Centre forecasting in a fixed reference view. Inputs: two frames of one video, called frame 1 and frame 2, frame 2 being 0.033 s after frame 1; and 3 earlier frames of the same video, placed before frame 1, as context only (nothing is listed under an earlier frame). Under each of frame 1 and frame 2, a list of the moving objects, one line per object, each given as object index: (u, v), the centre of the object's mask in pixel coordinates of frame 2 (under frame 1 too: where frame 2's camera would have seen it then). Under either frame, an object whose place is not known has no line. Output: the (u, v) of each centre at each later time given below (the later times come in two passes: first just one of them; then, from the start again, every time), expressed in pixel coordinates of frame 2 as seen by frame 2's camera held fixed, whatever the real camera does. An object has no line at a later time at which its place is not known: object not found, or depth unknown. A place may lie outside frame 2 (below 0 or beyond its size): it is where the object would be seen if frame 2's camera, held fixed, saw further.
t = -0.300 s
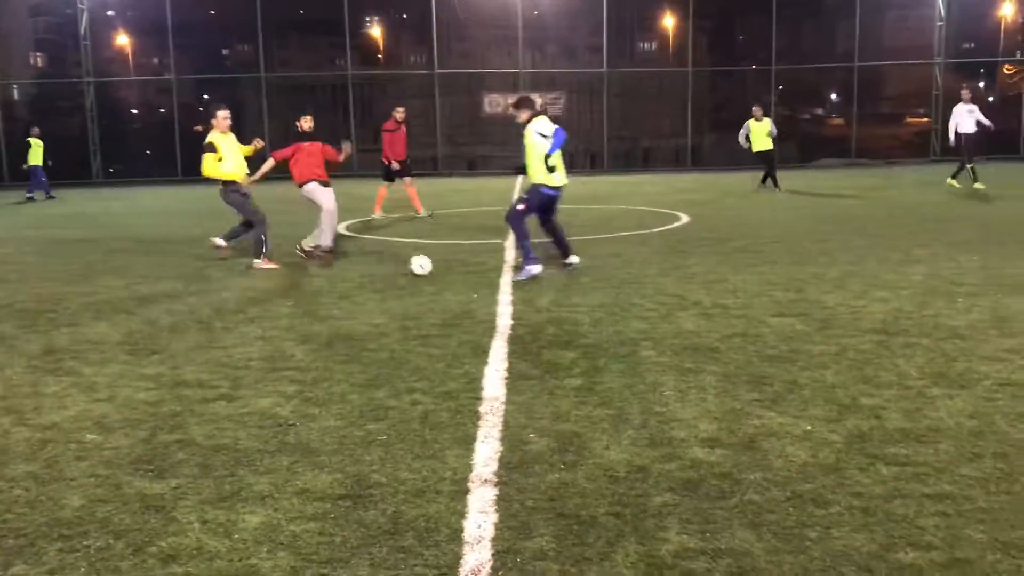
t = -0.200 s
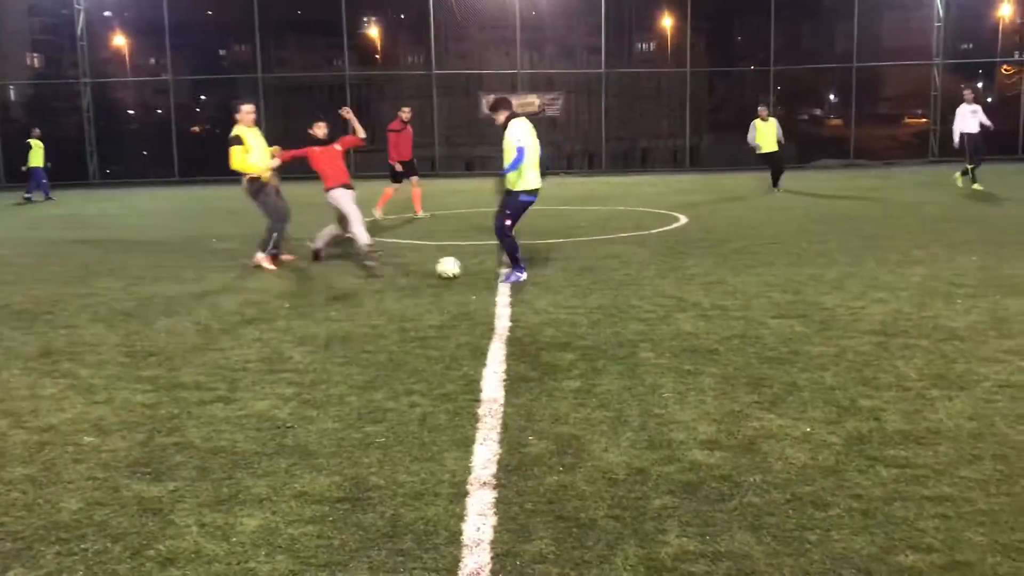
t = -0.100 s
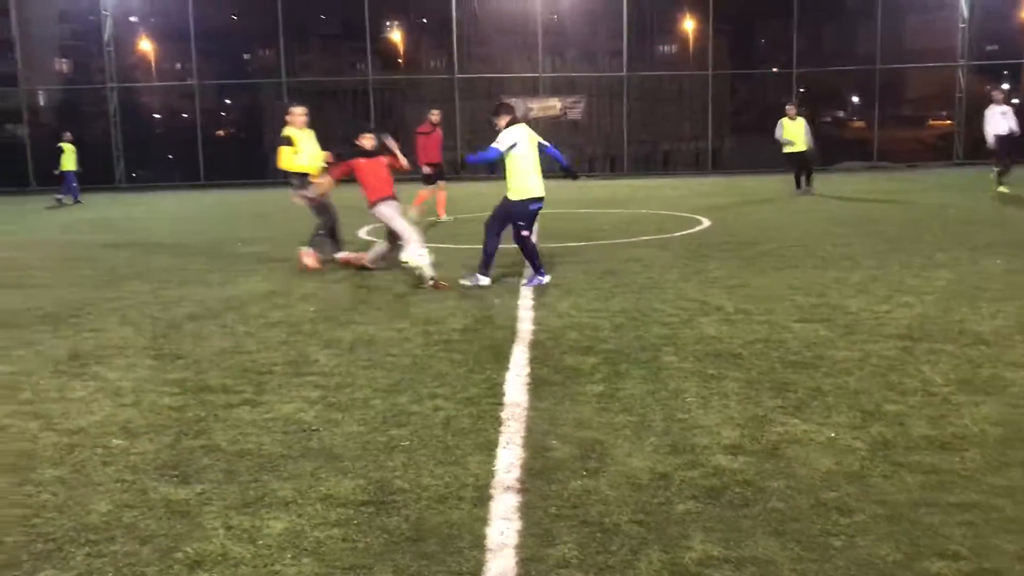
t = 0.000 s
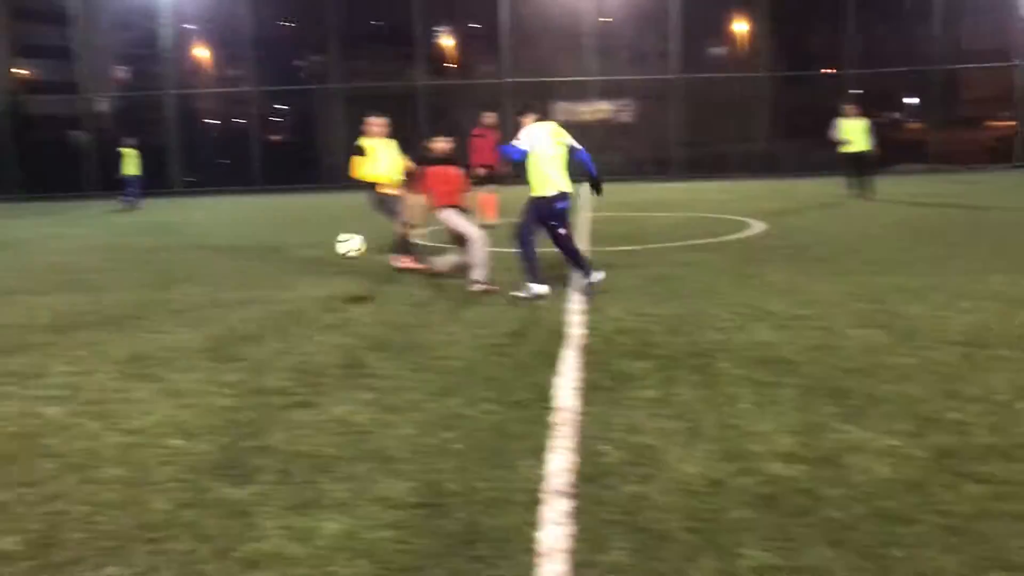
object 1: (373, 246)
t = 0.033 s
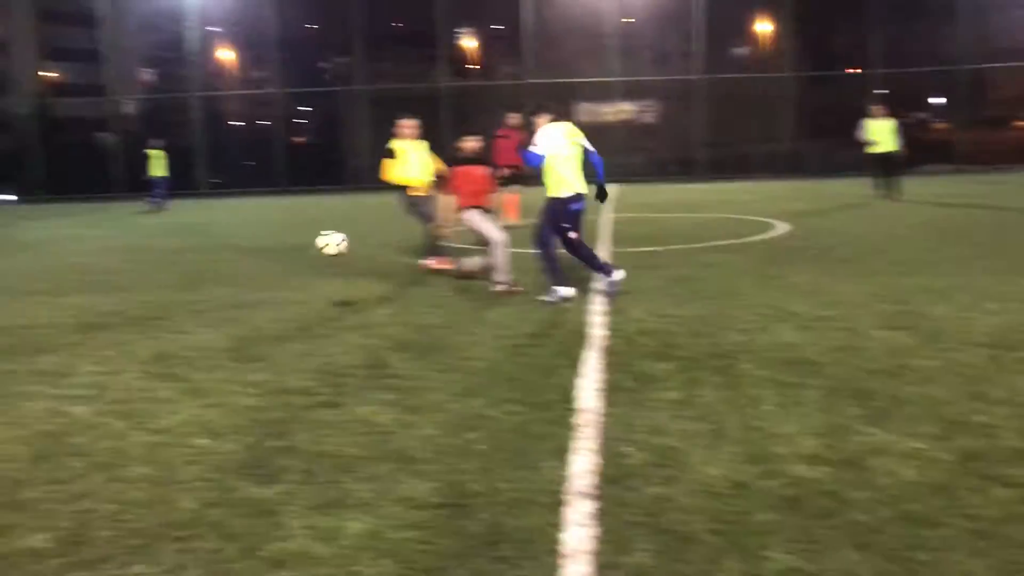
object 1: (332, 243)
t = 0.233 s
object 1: (29, 255)
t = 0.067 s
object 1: (287, 241)
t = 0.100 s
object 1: (240, 240)
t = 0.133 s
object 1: (194, 242)
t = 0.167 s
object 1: (142, 244)
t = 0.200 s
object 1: (86, 249)
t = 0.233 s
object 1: (29, 255)
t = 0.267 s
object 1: (-32, 262)
